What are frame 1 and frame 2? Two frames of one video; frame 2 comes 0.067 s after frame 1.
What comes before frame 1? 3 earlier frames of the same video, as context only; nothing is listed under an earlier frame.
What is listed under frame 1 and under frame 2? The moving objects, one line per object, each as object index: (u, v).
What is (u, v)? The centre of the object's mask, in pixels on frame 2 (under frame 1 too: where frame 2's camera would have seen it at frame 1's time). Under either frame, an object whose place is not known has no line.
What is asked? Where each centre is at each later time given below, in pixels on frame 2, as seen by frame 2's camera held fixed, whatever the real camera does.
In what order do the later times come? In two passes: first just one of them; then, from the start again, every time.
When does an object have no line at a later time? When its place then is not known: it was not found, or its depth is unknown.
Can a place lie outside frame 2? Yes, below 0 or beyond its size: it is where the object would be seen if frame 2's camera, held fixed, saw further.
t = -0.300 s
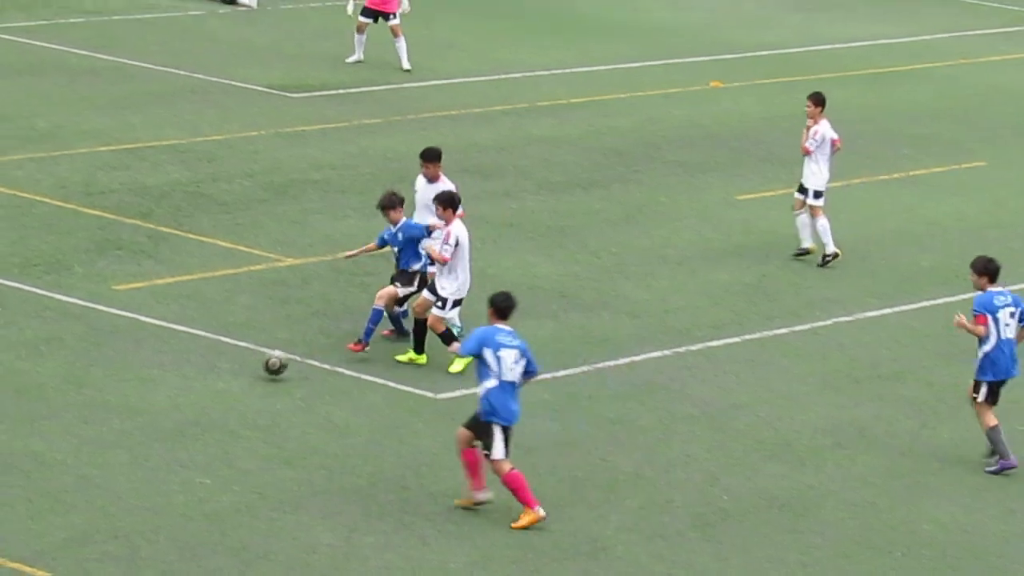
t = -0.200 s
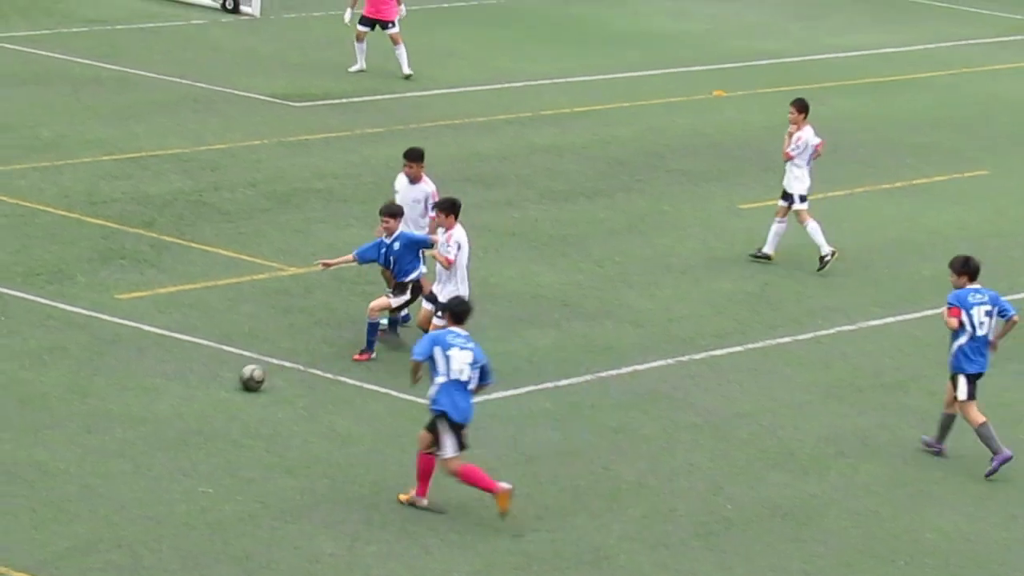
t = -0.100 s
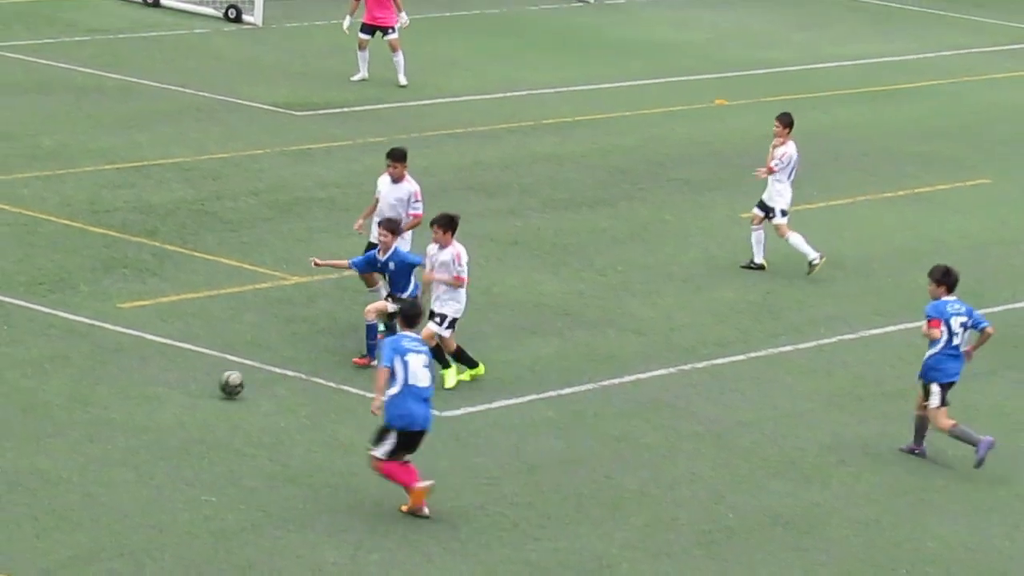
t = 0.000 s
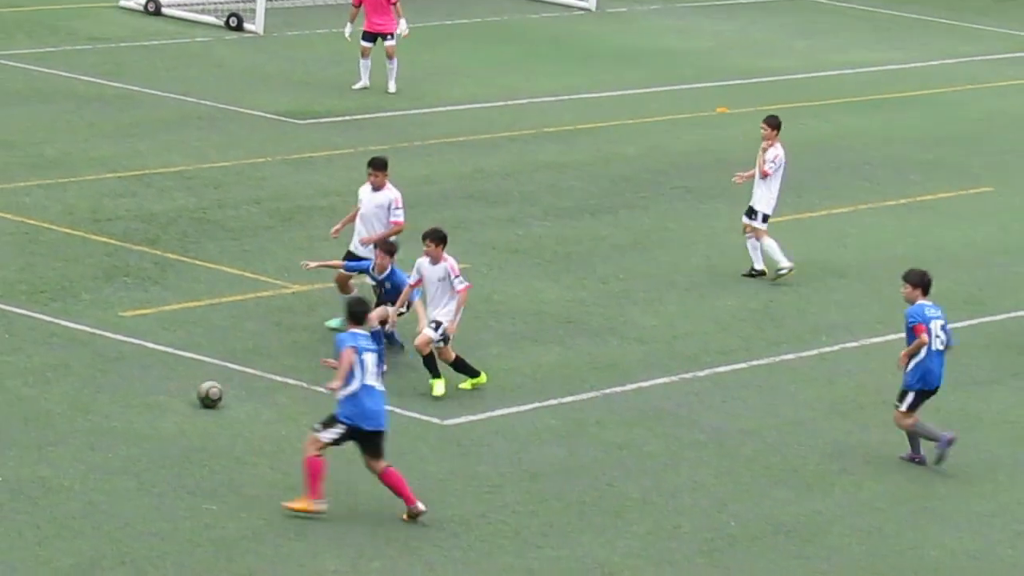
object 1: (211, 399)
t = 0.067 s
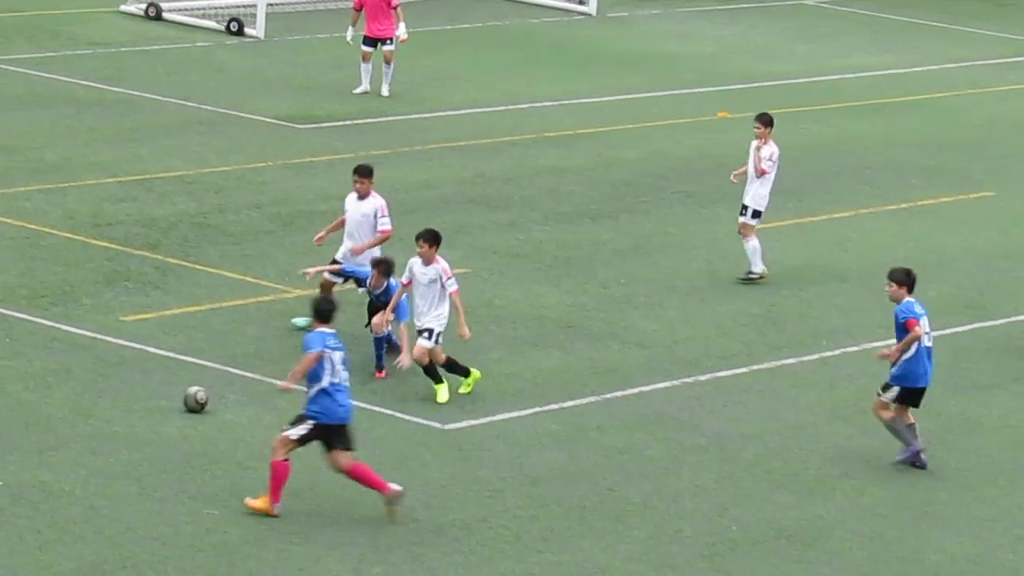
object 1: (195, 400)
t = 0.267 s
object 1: (150, 400)
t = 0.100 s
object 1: (188, 399)
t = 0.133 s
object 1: (180, 400)
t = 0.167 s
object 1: (173, 399)
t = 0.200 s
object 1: (166, 399)
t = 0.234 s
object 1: (158, 400)
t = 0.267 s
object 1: (150, 400)
